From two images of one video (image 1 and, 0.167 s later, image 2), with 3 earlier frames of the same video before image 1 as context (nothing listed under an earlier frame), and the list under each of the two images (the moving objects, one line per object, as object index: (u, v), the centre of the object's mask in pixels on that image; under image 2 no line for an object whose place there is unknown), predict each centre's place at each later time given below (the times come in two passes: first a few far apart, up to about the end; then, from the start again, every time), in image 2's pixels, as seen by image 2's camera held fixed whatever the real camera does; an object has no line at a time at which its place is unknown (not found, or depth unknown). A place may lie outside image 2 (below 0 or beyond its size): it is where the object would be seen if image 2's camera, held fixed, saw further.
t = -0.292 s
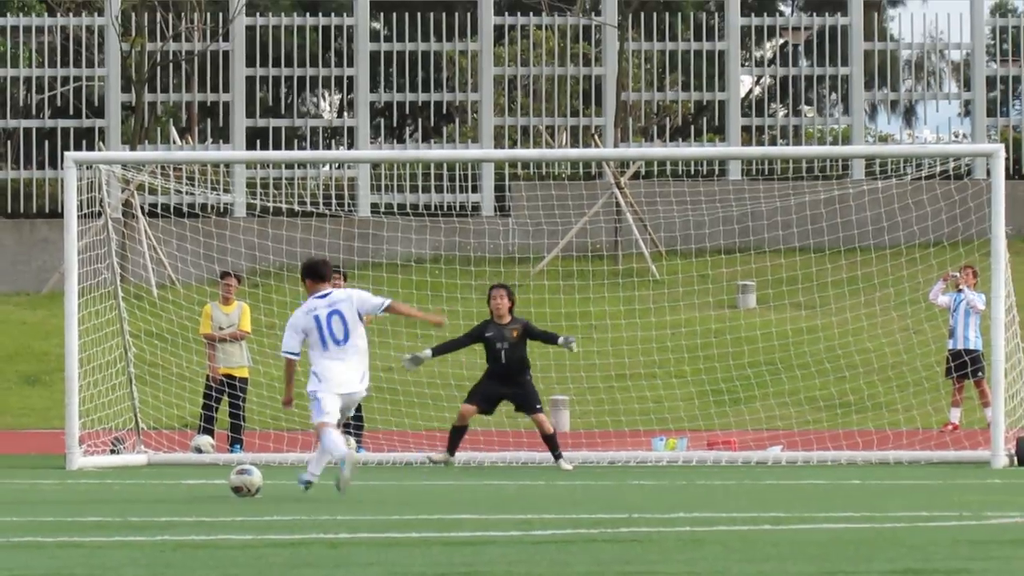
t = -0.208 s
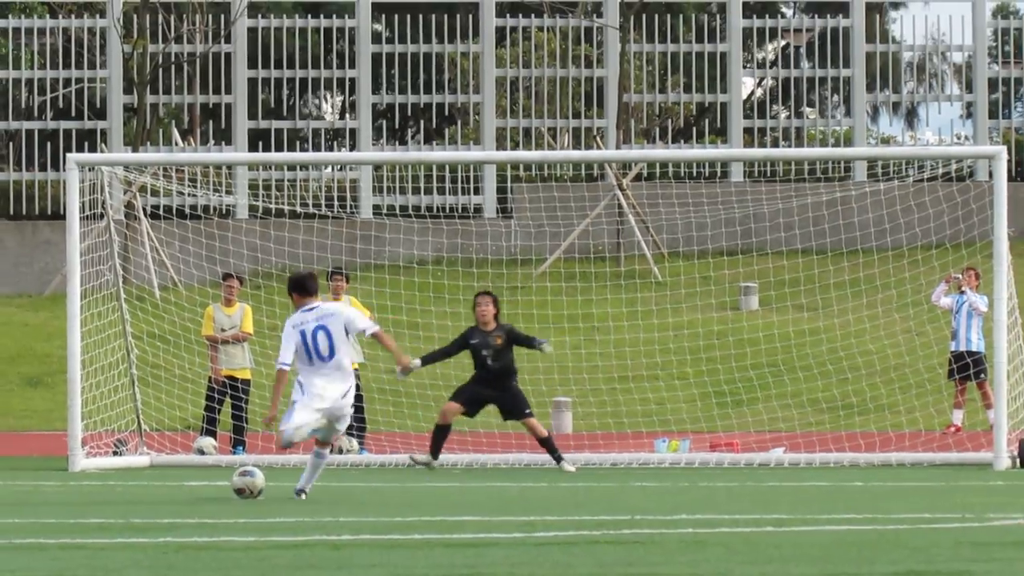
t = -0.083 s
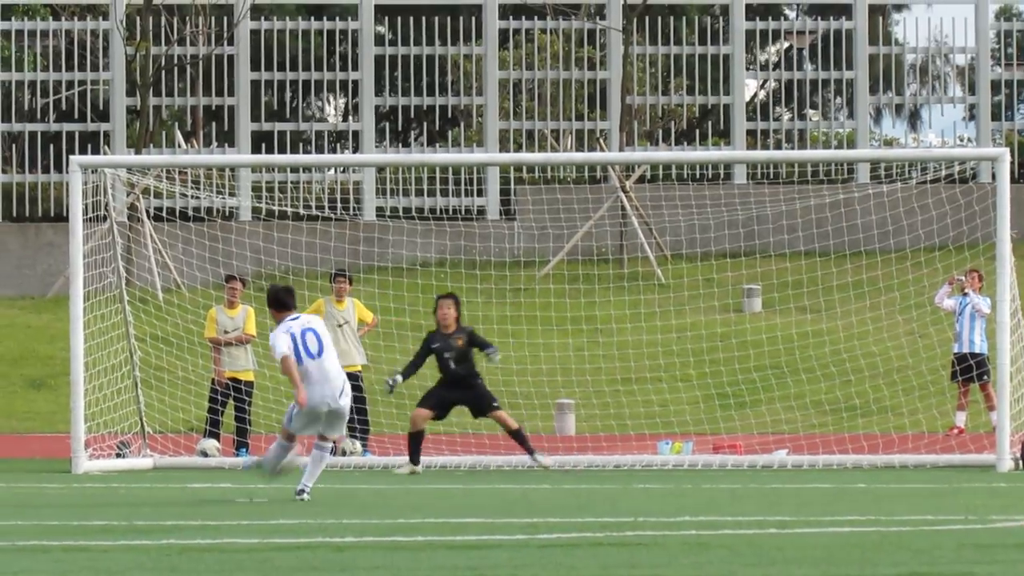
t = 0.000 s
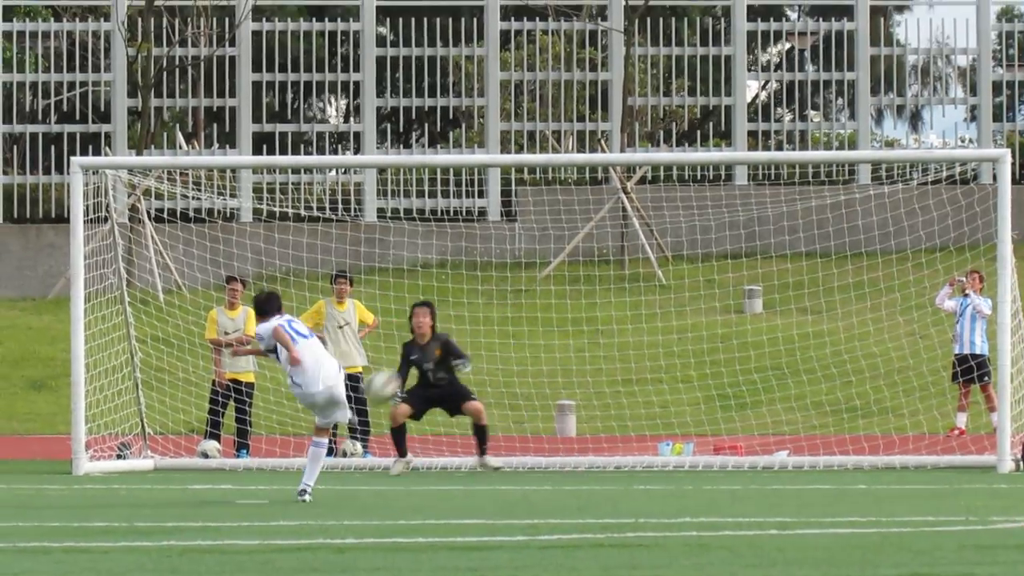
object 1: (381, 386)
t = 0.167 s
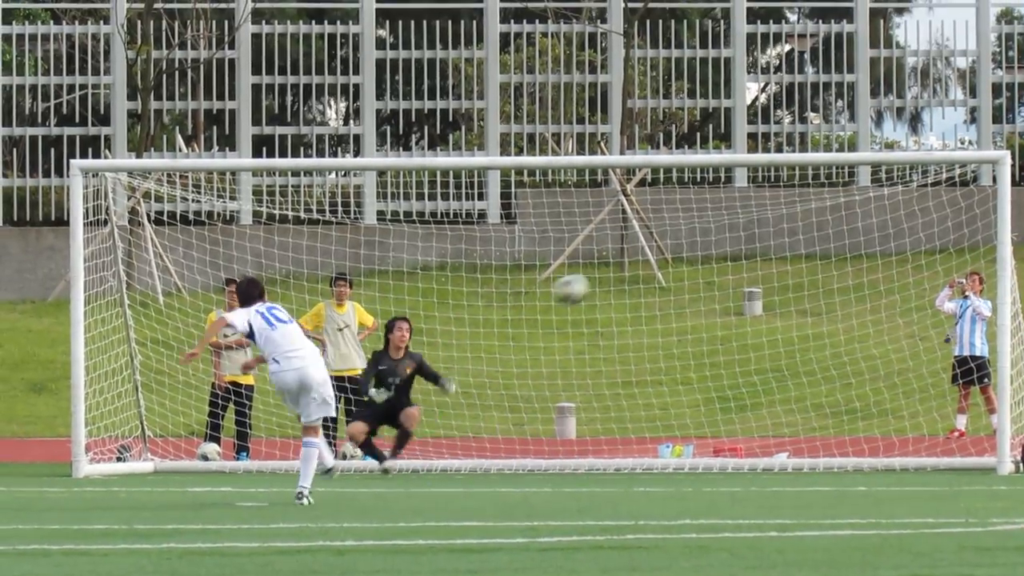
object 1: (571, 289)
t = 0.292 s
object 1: (711, 250)
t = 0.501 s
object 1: (930, 240)
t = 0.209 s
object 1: (619, 272)
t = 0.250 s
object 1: (666, 259)
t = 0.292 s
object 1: (711, 250)
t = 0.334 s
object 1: (756, 243)
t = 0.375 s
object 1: (802, 237)
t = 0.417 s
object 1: (846, 237)
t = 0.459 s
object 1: (889, 238)
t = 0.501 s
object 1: (930, 240)
